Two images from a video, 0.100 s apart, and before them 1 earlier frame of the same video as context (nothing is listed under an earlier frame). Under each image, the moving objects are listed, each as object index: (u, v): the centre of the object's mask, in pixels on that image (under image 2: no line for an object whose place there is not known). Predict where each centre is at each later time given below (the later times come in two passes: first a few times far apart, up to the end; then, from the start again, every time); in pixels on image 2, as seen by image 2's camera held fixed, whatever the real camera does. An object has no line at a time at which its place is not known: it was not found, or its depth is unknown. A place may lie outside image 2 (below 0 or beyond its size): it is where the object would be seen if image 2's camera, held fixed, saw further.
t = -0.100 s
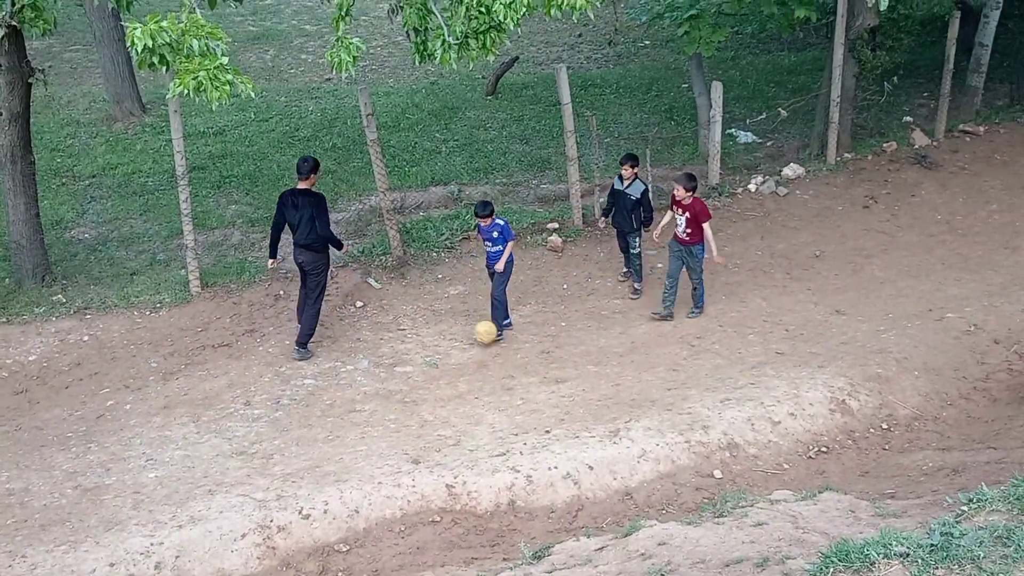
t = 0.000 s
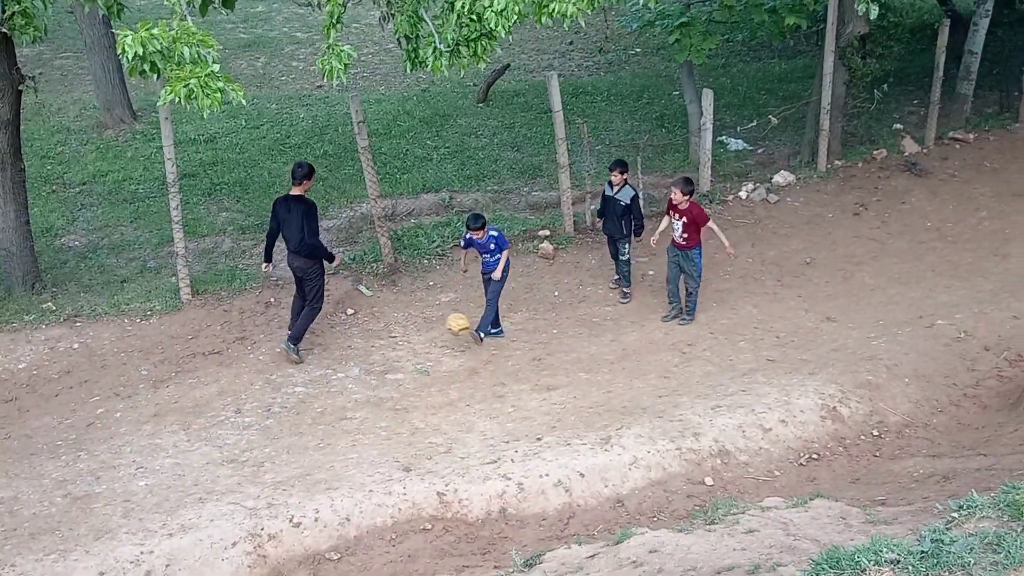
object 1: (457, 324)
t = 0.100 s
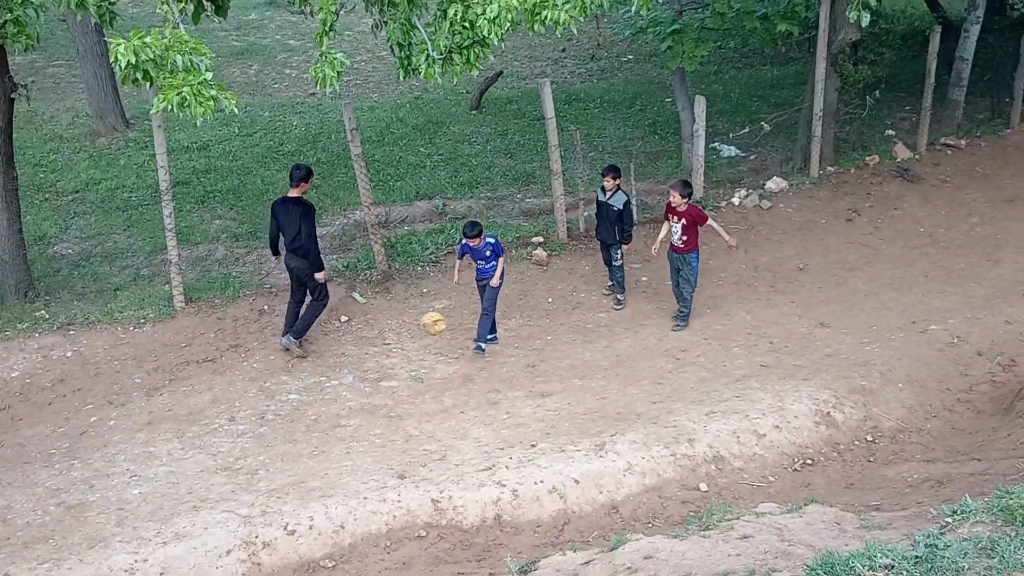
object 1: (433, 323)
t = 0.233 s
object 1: (408, 328)
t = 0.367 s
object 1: (385, 352)
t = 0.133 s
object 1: (427, 323)
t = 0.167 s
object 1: (421, 323)
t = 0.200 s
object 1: (415, 325)
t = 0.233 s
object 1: (408, 328)
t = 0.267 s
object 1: (402, 332)
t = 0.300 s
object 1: (396, 338)
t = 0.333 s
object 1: (390, 344)
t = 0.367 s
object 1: (385, 352)
